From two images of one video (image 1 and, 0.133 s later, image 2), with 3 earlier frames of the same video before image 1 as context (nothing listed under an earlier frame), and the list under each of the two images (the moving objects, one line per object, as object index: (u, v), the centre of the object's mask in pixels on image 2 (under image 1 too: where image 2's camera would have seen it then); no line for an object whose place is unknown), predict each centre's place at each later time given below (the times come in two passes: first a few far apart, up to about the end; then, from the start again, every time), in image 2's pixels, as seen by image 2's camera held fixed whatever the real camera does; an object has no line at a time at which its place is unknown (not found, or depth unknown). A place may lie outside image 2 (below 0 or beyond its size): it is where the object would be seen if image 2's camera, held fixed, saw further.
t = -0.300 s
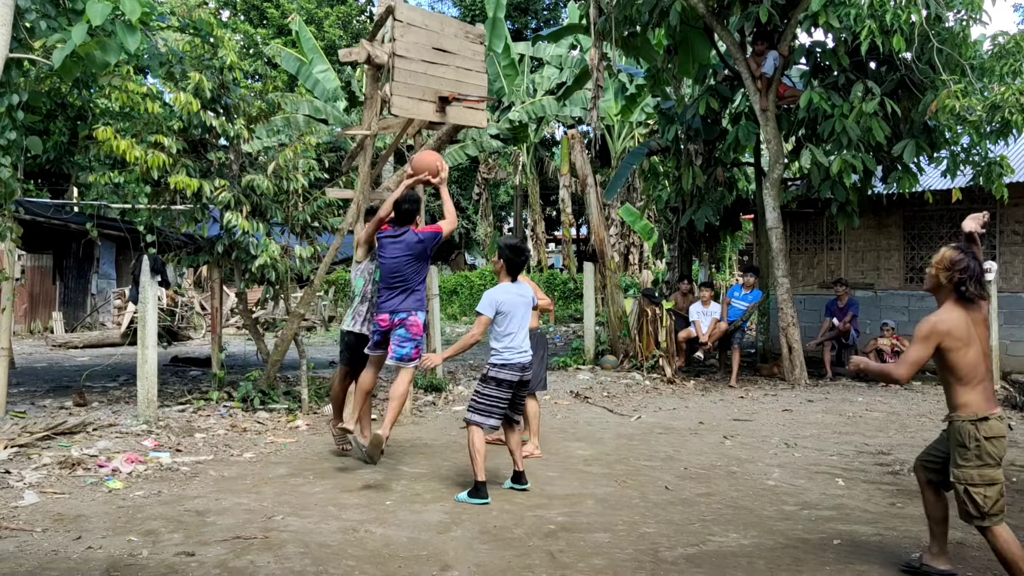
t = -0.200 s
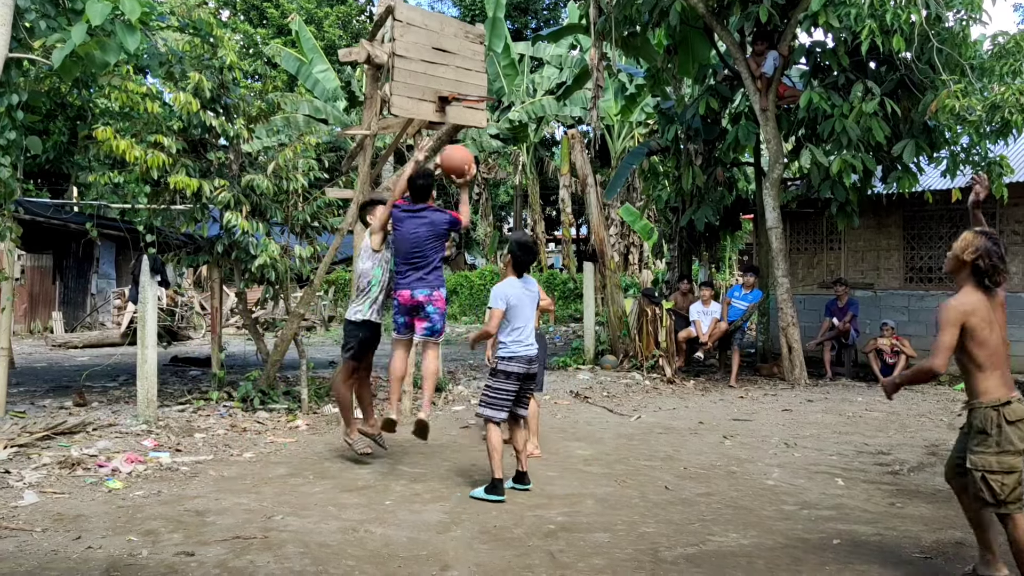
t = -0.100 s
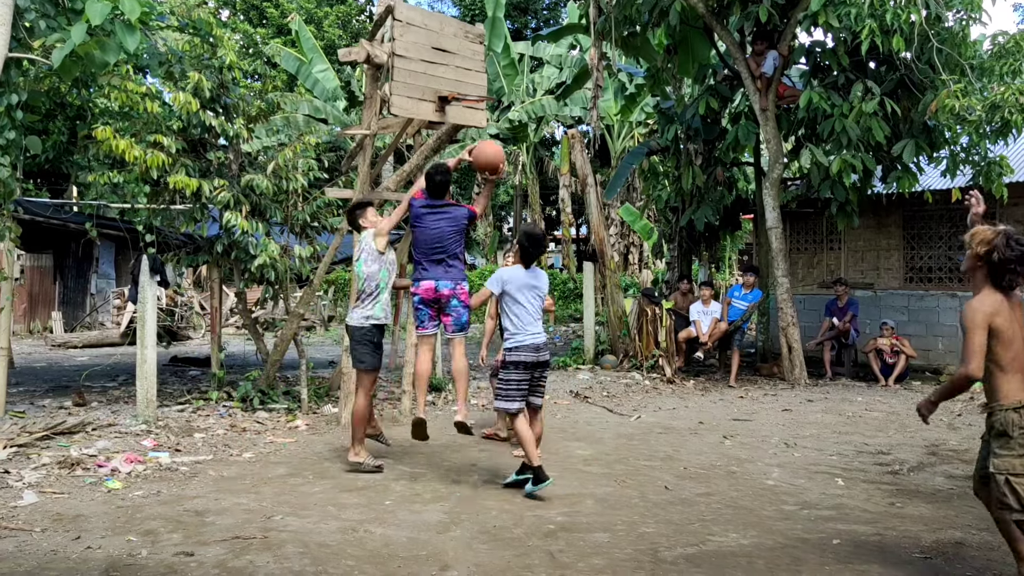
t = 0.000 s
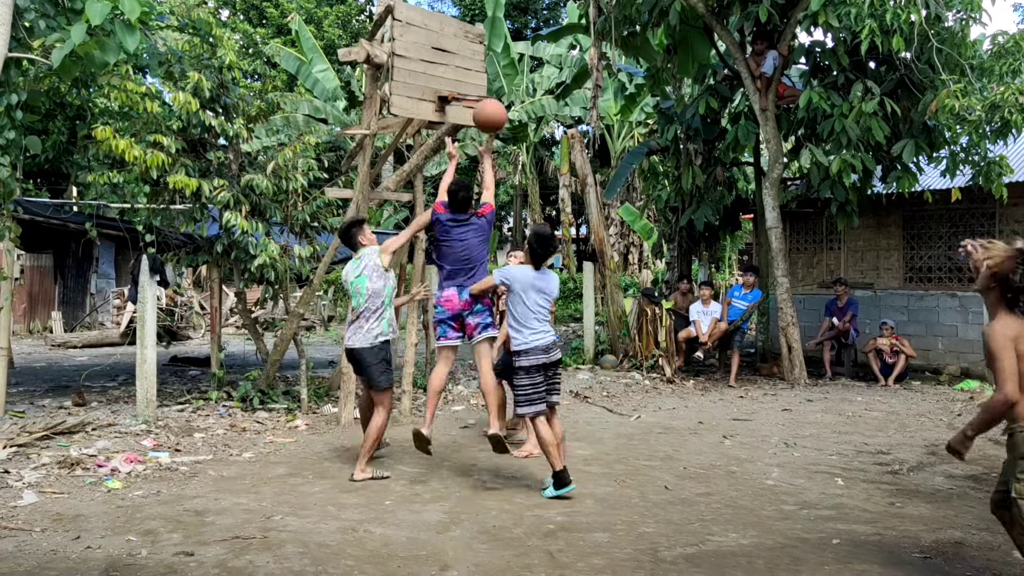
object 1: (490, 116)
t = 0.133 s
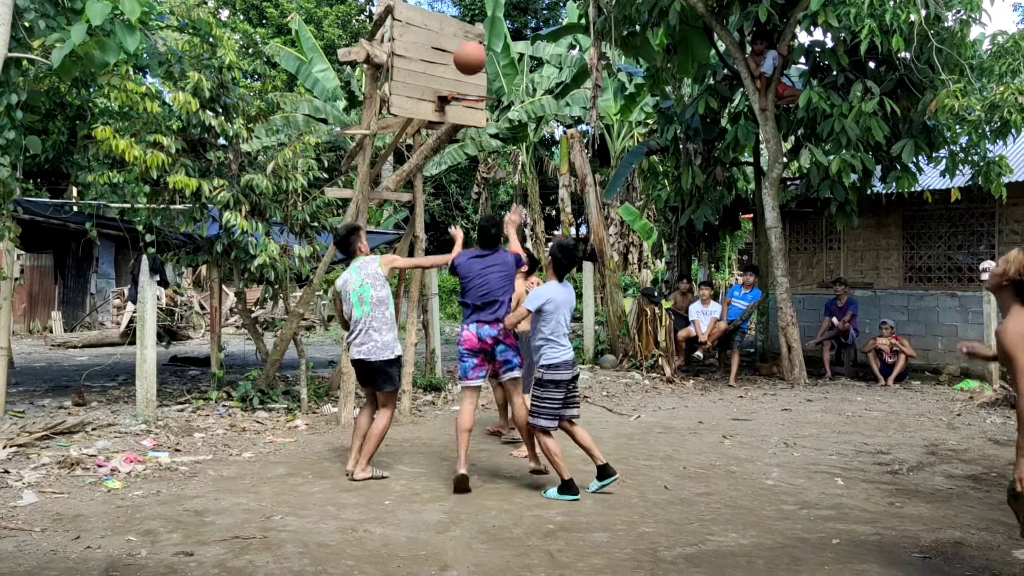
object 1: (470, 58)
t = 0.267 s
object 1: (452, 28)
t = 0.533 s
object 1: (450, 45)
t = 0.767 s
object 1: (497, 71)
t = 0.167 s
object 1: (466, 48)
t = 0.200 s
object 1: (461, 39)
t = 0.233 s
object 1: (457, 33)
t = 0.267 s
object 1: (452, 28)
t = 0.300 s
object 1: (448, 24)
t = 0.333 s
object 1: (444, 22)
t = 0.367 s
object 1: (440, 22)
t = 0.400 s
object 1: (436, 23)
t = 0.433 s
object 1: (432, 25)
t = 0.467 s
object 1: (436, 30)
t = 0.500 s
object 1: (442, 37)
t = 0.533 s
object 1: (450, 45)
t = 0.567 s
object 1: (457, 54)
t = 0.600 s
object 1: (464, 65)
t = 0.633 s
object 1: (471, 78)
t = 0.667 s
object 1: (477, 80)
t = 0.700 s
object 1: (484, 75)
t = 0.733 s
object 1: (490, 72)
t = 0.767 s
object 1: (497, 71)
